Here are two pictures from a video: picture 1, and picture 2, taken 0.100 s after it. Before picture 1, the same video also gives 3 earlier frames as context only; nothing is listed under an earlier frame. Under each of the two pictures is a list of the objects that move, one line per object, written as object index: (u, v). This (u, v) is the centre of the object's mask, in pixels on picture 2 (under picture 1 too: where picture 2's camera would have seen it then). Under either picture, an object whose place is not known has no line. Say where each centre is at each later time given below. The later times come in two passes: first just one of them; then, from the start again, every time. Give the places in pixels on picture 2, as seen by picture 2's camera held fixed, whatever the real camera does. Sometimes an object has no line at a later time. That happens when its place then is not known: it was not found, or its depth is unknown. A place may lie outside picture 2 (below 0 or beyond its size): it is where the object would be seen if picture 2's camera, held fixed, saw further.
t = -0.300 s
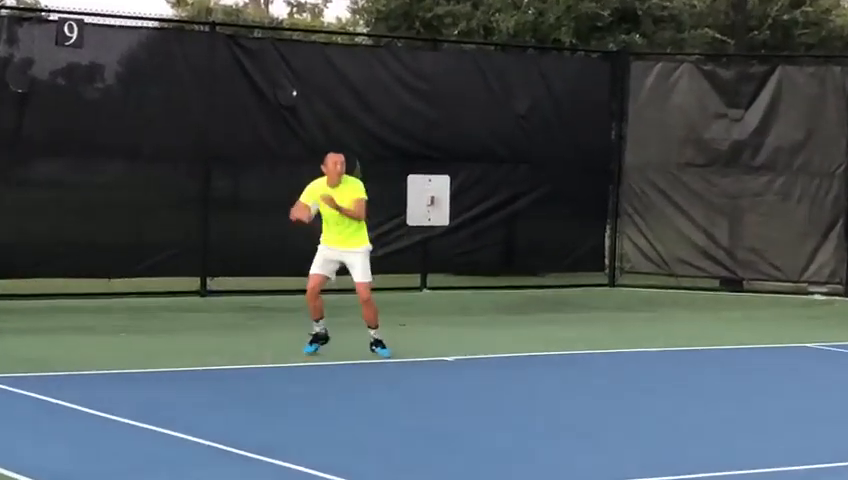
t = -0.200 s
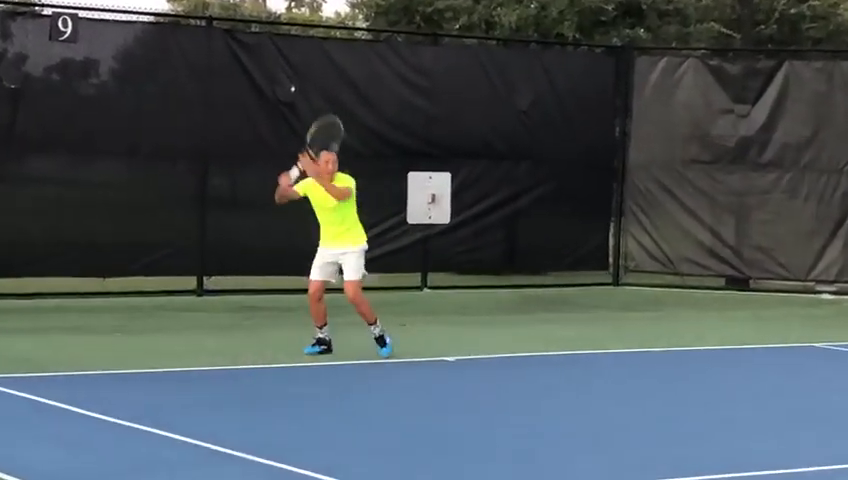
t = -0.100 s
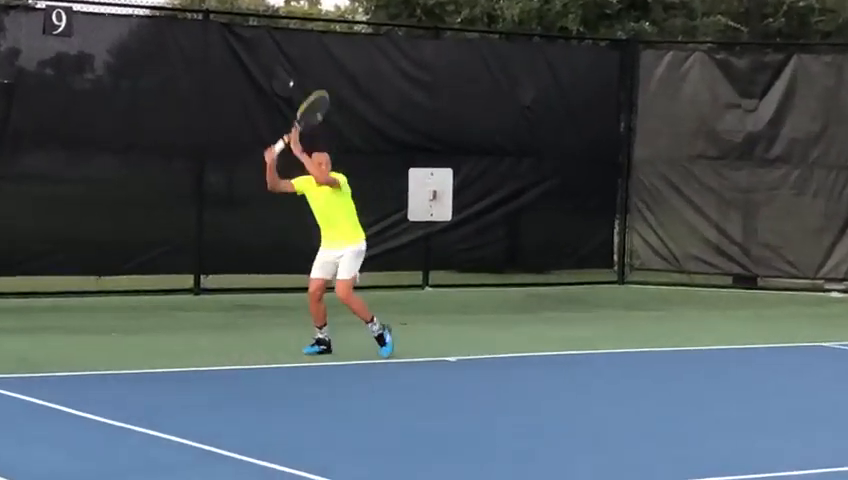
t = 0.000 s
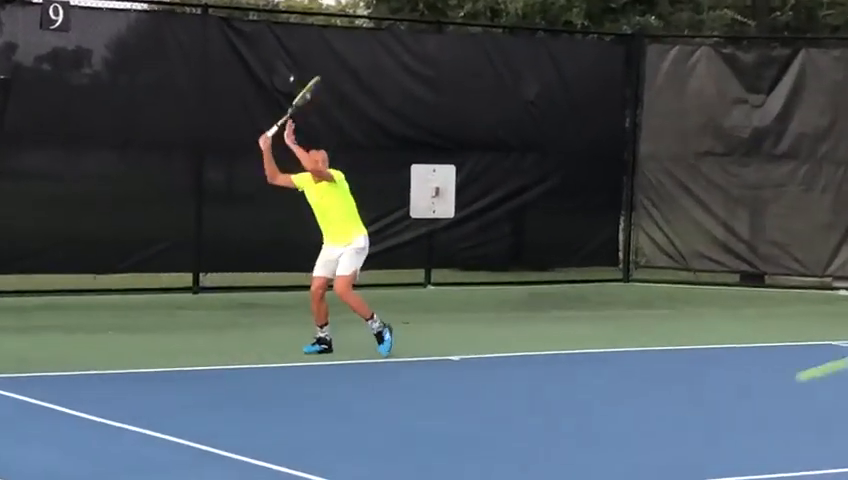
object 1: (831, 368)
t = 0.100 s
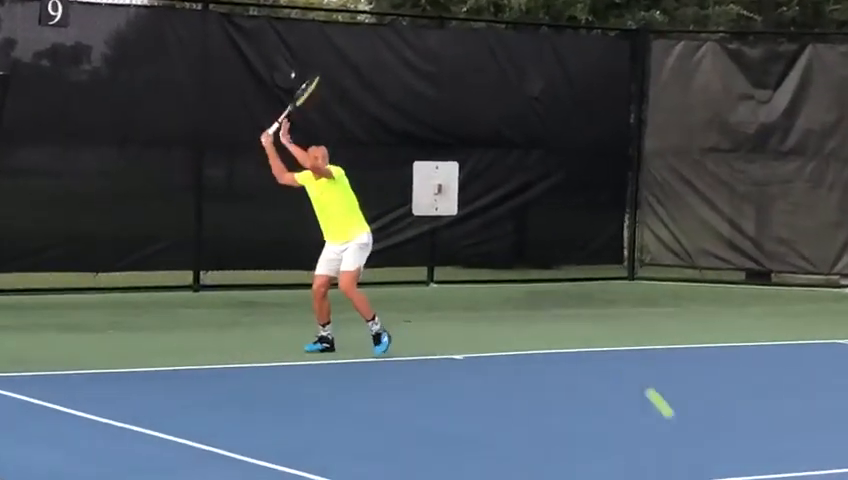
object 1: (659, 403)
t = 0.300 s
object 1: (497, 264)
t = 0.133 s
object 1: (630, 373)
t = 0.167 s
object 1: (600, 345)
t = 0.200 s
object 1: (574, 322)
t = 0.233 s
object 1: (547, 300)
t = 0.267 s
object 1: (521, 281)
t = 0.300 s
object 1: (497, 264)
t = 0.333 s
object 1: (473, 249)
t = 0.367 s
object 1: (448, 237)
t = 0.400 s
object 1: (424, 226)
